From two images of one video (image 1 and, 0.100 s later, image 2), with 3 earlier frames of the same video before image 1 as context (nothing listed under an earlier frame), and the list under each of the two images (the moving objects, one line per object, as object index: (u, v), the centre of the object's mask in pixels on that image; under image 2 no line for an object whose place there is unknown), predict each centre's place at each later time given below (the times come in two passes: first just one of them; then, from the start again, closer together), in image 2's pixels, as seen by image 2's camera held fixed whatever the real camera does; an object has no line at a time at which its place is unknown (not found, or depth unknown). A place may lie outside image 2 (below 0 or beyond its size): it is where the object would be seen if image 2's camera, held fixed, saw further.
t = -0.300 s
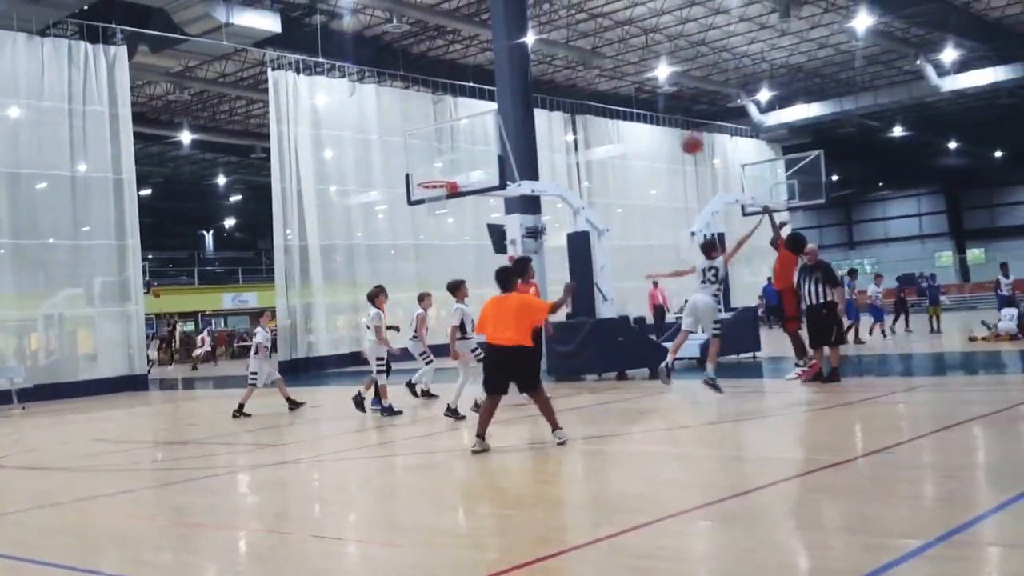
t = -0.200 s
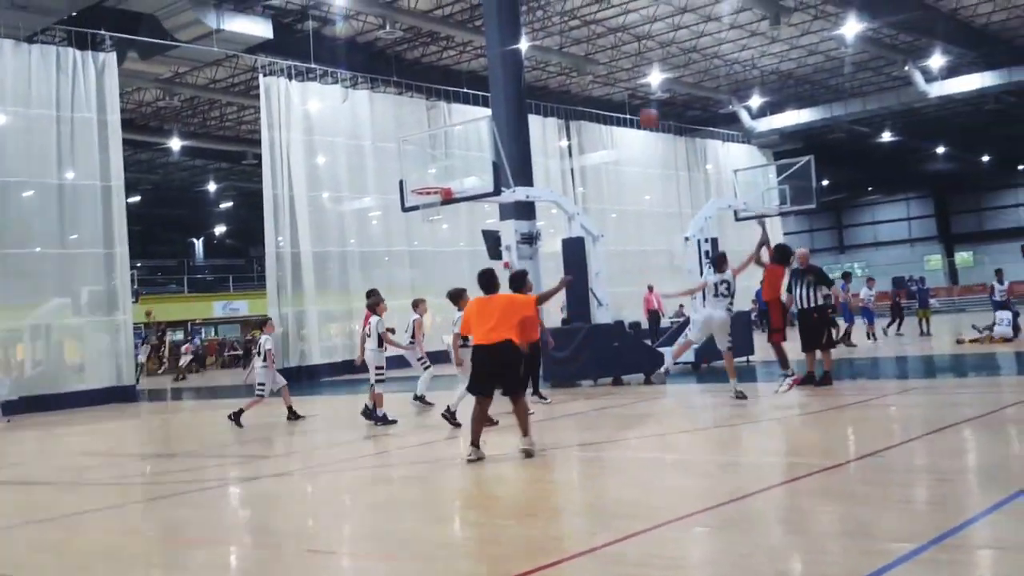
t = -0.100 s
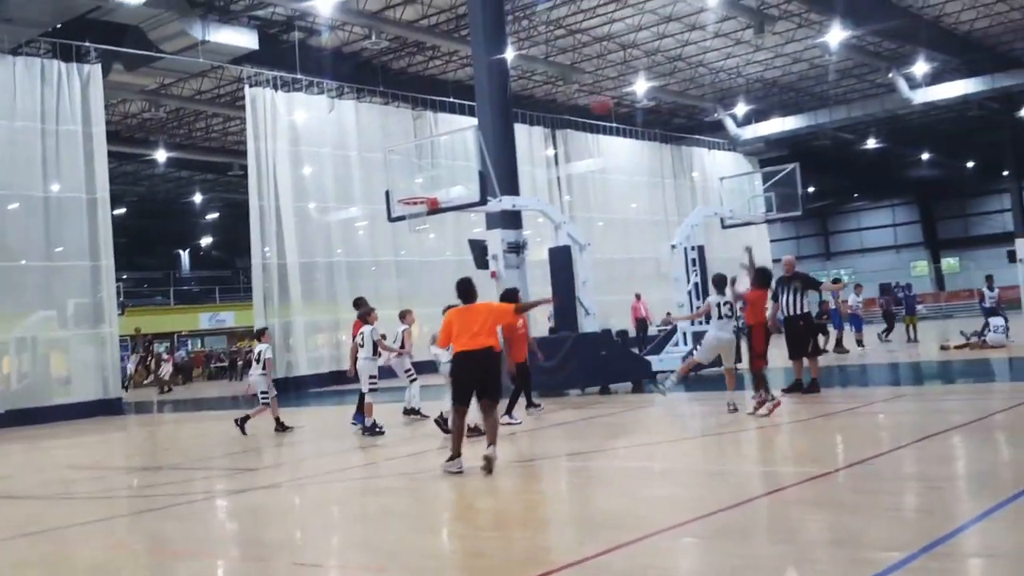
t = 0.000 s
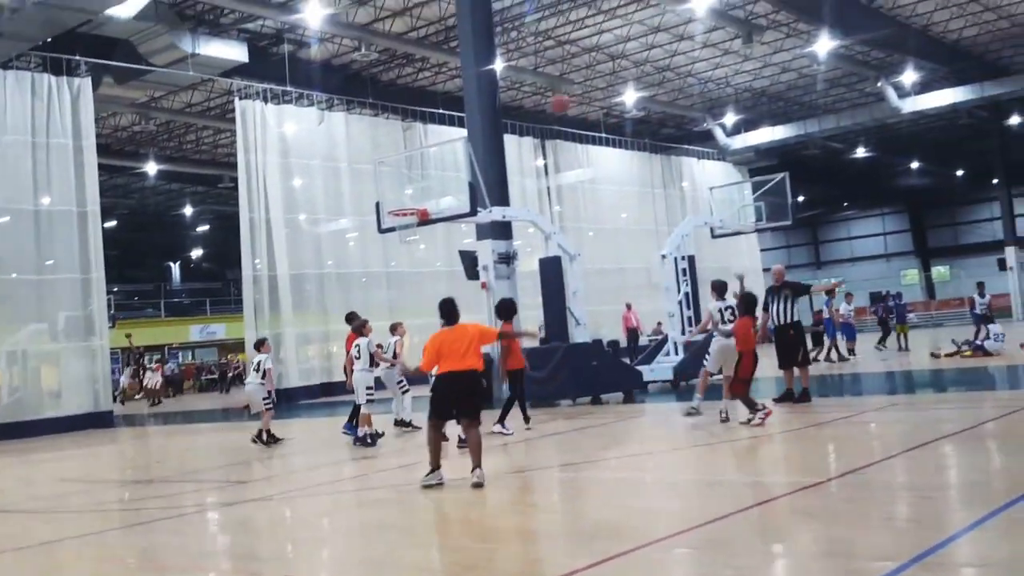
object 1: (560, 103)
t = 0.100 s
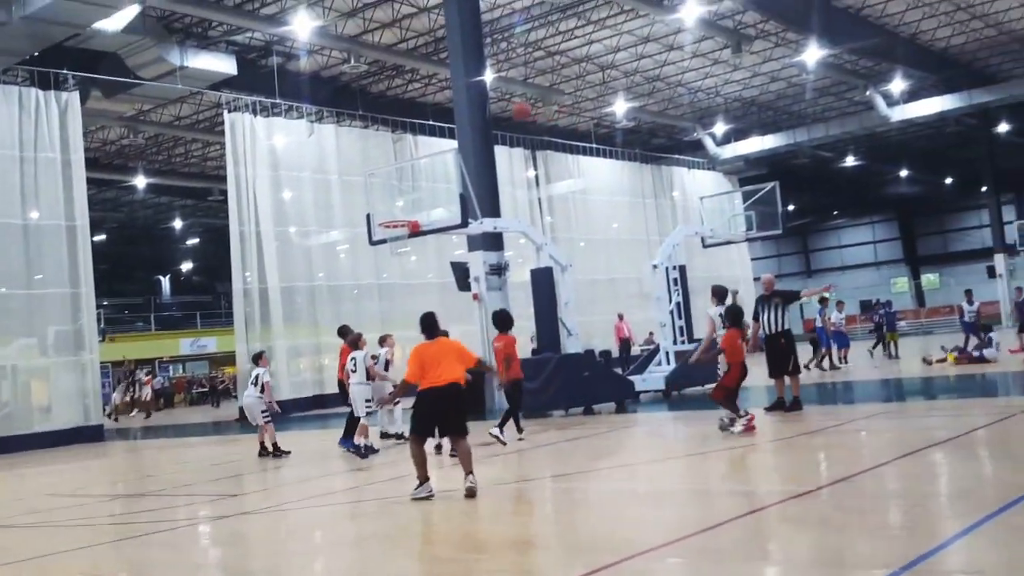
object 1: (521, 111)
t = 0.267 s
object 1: (477, 121)
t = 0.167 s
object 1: (503, 113)
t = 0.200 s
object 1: (495, 116)
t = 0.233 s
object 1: (486, 119)
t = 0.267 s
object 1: (477, 121)
